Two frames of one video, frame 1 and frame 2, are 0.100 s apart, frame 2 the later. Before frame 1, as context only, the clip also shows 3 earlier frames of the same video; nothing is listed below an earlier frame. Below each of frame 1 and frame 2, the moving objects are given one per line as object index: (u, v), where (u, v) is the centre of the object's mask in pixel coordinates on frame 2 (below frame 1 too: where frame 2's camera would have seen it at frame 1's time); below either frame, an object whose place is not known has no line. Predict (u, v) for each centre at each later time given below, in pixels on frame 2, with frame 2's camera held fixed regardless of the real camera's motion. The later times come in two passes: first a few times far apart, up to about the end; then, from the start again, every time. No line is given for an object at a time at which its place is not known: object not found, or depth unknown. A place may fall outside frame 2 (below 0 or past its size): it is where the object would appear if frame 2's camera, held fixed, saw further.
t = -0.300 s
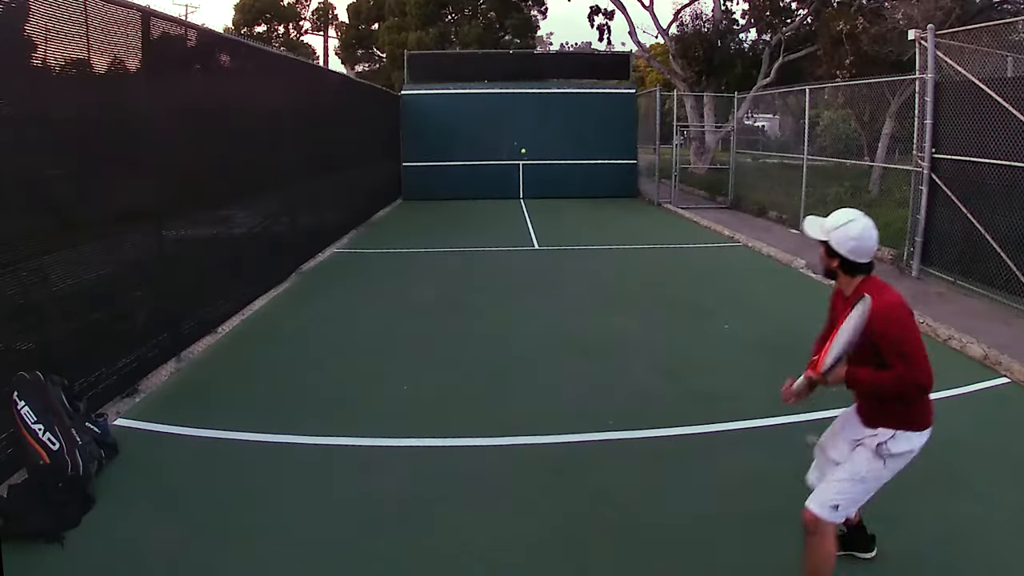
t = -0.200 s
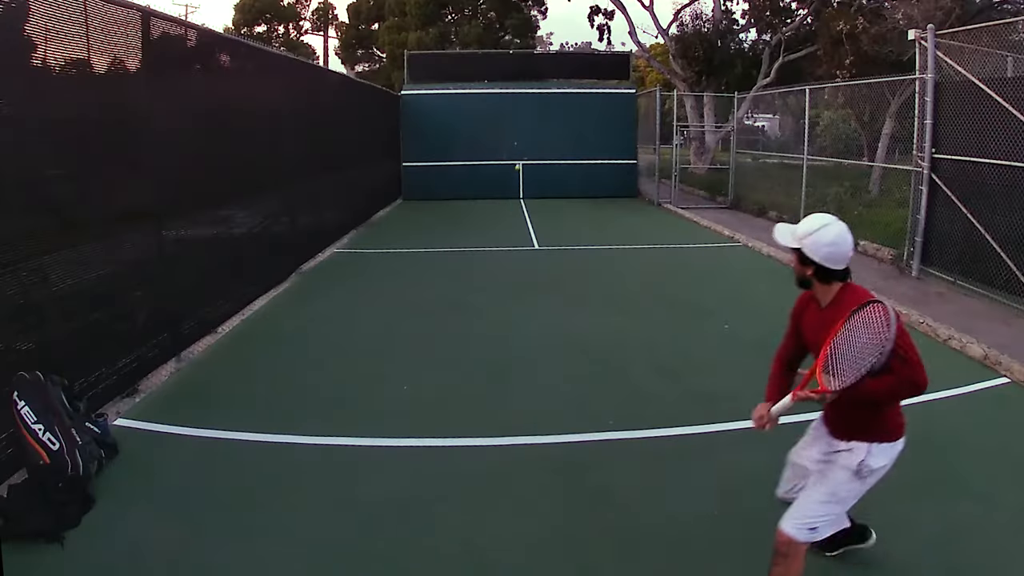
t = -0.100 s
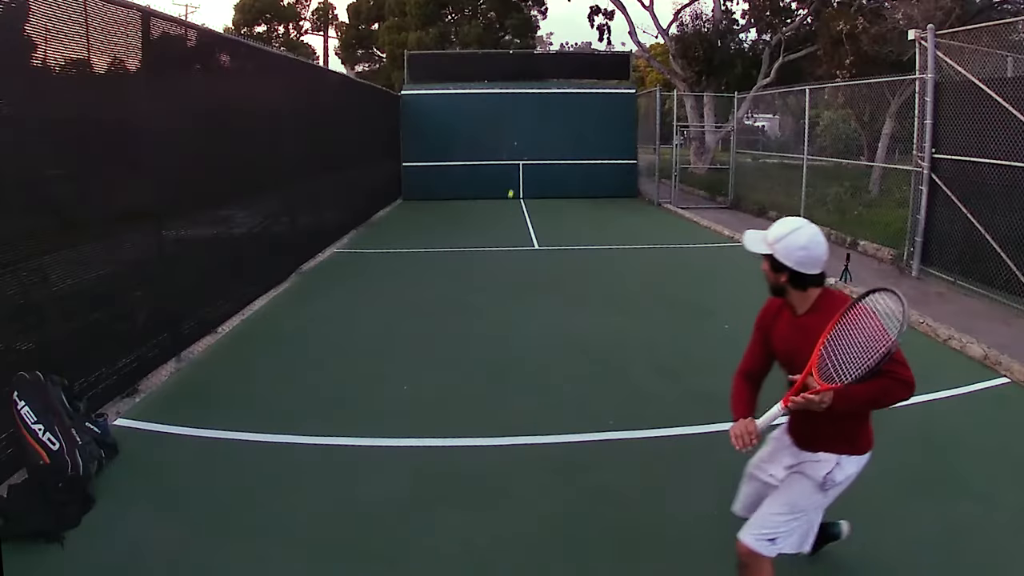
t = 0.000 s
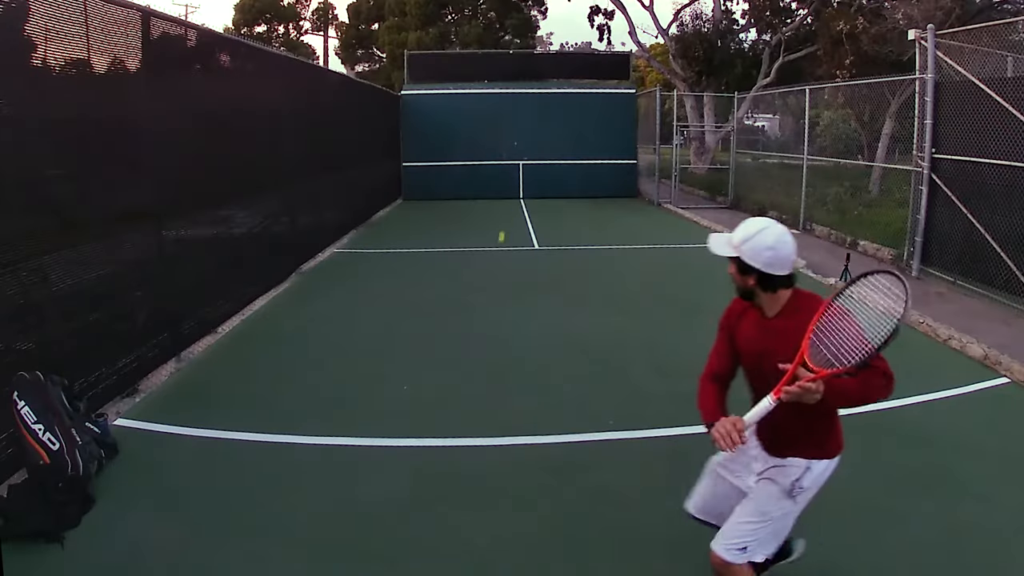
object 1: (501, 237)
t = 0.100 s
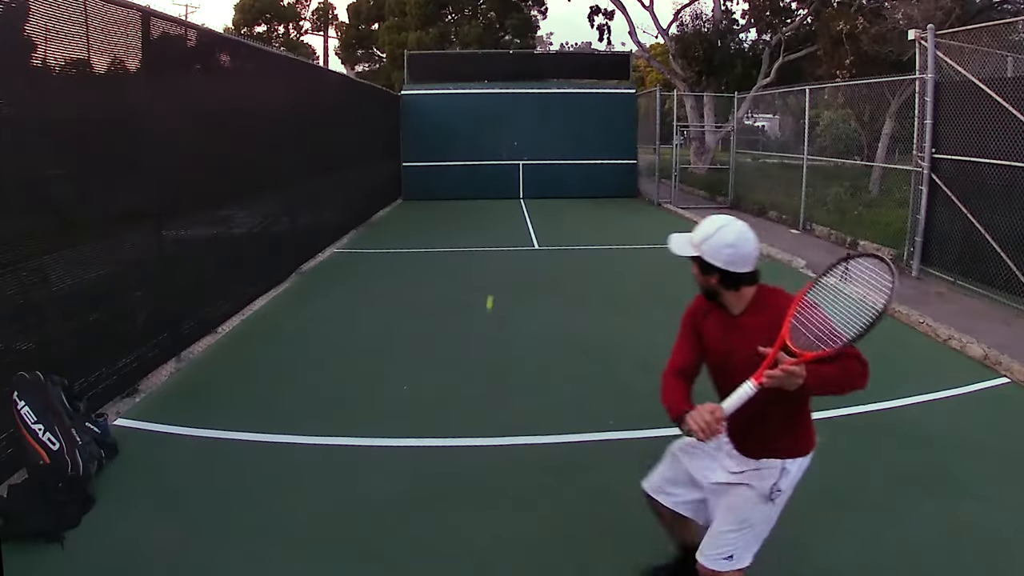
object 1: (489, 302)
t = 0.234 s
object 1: (474, 293)
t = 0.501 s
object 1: (434, 291)
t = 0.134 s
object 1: (484, 313)
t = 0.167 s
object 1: (481, 305)
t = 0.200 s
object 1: (478, 299)
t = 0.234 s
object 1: (474, 293)
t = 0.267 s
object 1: (470, 288)
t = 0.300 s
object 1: (467, 285)
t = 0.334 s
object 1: (462, 282)
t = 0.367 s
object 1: (458, 281)
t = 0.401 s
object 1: (453, 281)
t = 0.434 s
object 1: (447, 282)
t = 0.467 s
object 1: (441, 285)
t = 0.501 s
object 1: (434, 291)
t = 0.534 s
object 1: (427, 298)
